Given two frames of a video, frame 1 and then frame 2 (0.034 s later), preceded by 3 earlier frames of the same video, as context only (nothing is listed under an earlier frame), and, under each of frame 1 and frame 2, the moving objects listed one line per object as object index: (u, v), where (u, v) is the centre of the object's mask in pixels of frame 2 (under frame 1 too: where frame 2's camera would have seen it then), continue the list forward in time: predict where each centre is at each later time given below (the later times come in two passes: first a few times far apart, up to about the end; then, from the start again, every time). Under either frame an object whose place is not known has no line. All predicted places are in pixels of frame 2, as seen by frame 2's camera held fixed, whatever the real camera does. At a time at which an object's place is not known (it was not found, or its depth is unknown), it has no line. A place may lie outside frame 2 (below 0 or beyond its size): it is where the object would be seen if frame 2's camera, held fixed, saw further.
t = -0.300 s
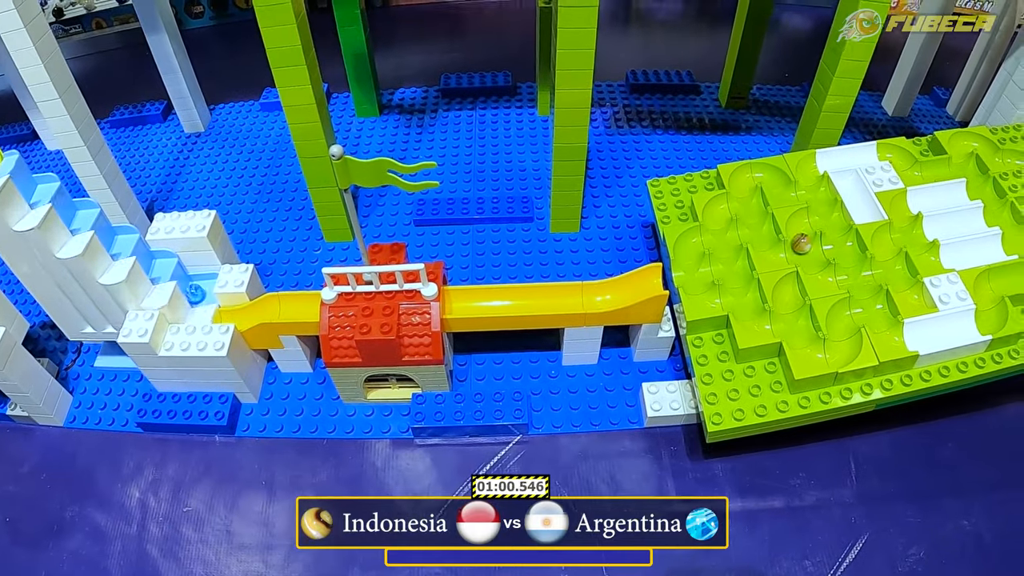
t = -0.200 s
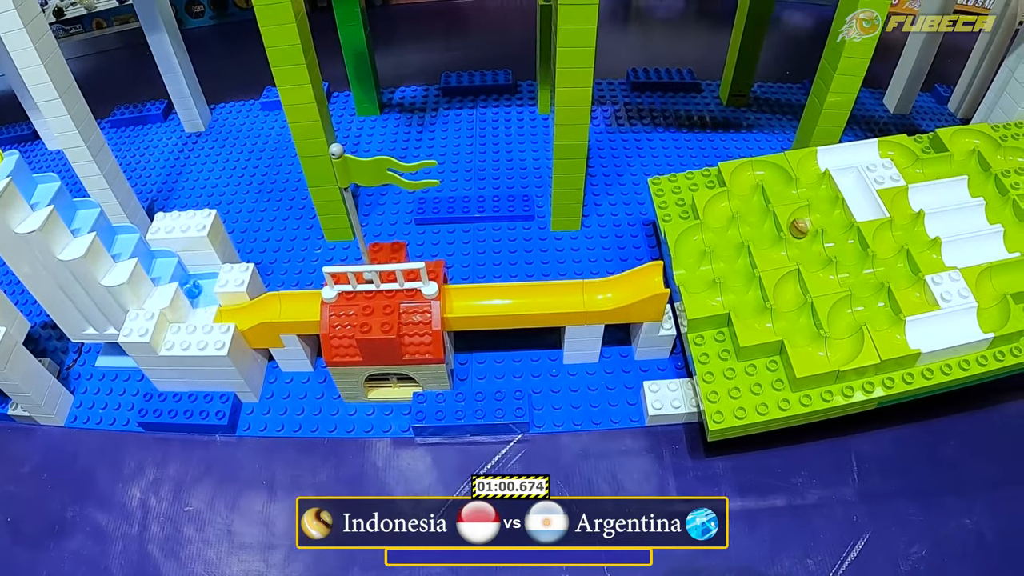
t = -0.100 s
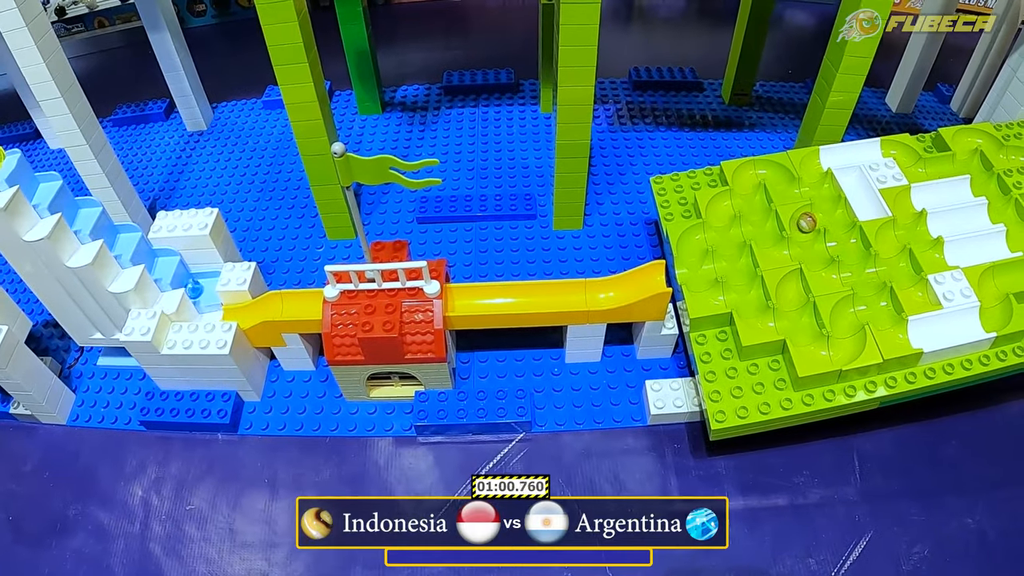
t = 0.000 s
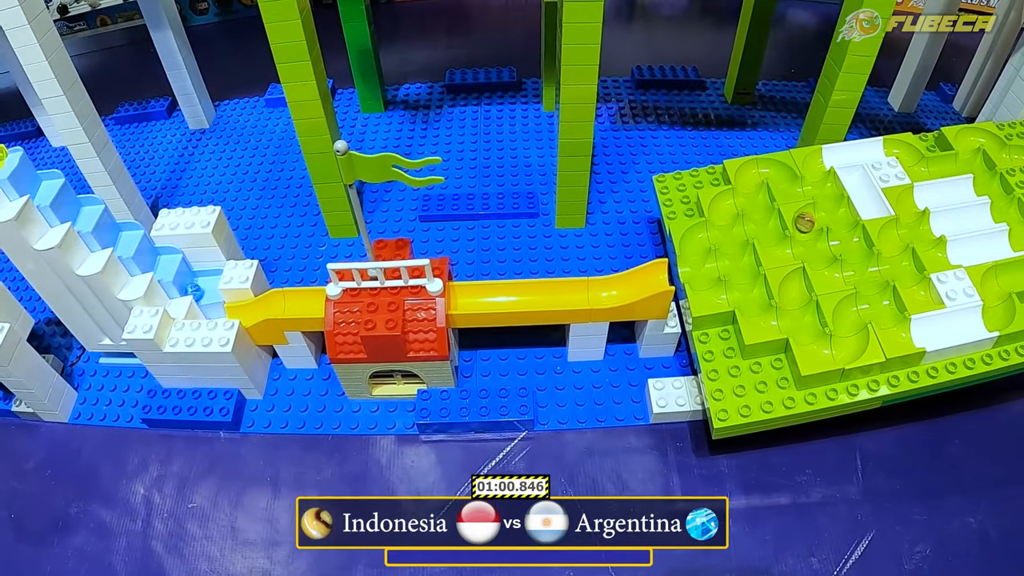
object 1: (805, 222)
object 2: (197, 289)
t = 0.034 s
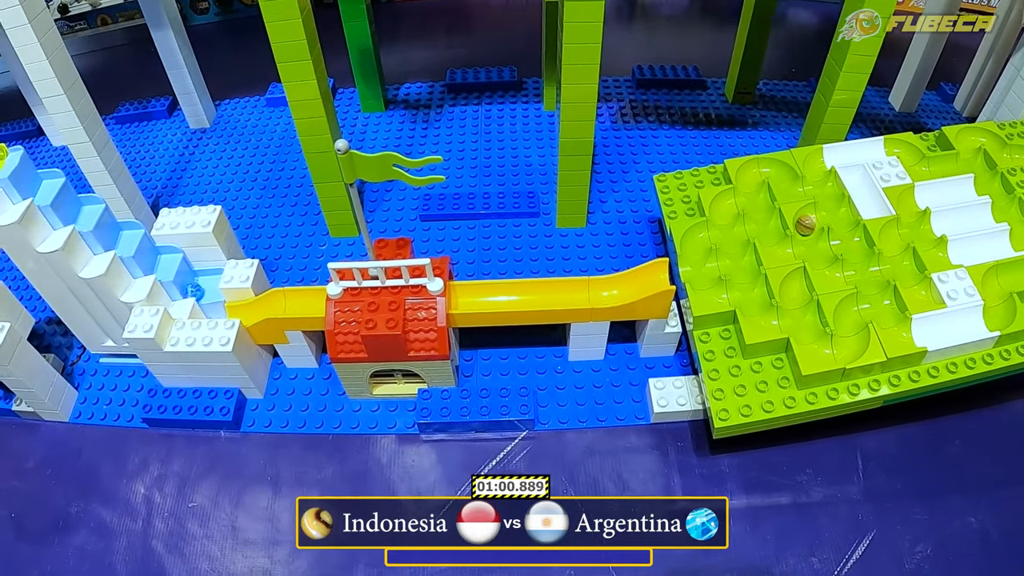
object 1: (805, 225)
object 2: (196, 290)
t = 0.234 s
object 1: (814, 250)
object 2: (191, 306)
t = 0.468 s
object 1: (826, 269)
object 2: (174, 305)
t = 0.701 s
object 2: (164, 286)
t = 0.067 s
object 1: (806, 228)
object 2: (196, 291)
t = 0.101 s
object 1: (807, 233)
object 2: (196, 292)
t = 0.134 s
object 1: (808, 237)
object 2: (195, 294)
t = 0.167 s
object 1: (810, 242)
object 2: (194, 297)
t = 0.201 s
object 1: (813, 246)
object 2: (193, 300)
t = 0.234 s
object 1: (814, 250)
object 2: (191, 306)
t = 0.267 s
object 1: (815, 253)
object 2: (187, 310)
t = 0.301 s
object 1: (816, 257)
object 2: (182, 311)
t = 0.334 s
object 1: (819, 261)
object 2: (178, 312)
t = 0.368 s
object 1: (822, 264)
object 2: (177, 312)
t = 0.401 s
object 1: (823, 267)
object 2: (177, 310)
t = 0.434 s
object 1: (824, 268)
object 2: (176, 309)
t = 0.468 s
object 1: (826, 269)
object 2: (174, 305)
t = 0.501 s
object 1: (828, 270)
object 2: (173, 300)
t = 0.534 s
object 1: (828, 270)
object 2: (171, 298)
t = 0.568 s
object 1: (826, 270)
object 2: (169, 296)
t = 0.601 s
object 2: (168, 293)
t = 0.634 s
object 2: (166, 291)
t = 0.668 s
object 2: (165, 289)
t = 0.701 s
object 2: (164, 286)
